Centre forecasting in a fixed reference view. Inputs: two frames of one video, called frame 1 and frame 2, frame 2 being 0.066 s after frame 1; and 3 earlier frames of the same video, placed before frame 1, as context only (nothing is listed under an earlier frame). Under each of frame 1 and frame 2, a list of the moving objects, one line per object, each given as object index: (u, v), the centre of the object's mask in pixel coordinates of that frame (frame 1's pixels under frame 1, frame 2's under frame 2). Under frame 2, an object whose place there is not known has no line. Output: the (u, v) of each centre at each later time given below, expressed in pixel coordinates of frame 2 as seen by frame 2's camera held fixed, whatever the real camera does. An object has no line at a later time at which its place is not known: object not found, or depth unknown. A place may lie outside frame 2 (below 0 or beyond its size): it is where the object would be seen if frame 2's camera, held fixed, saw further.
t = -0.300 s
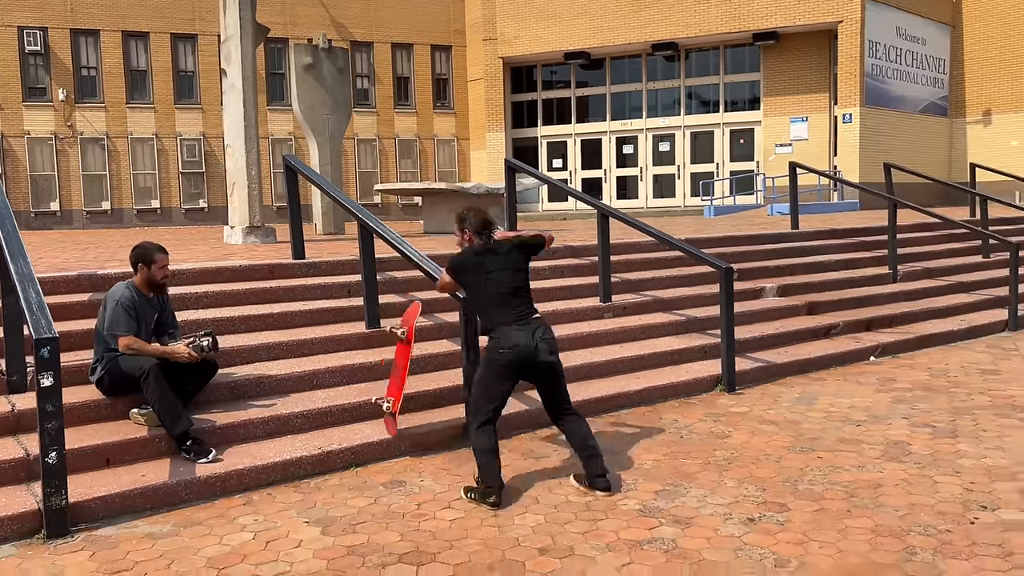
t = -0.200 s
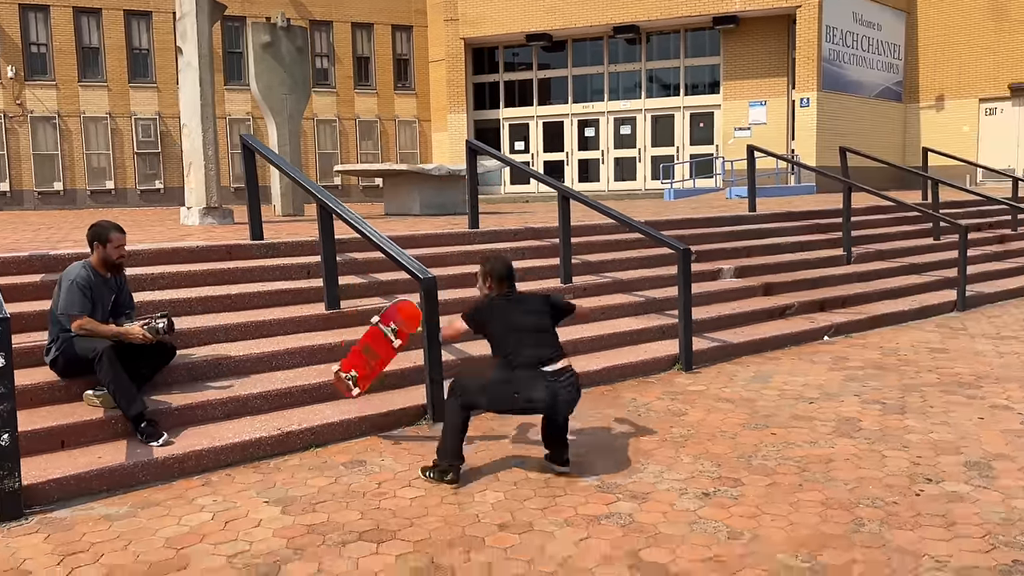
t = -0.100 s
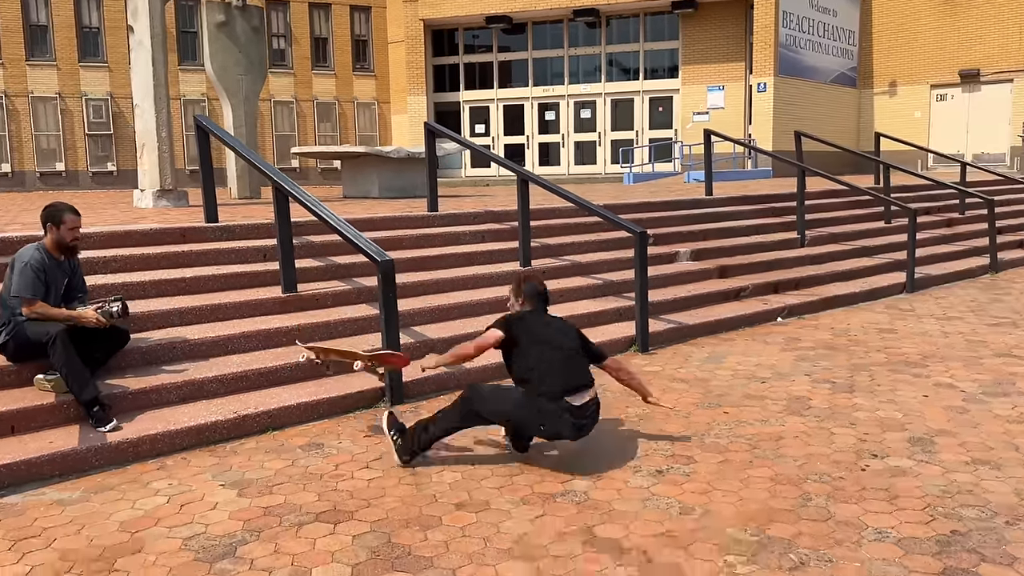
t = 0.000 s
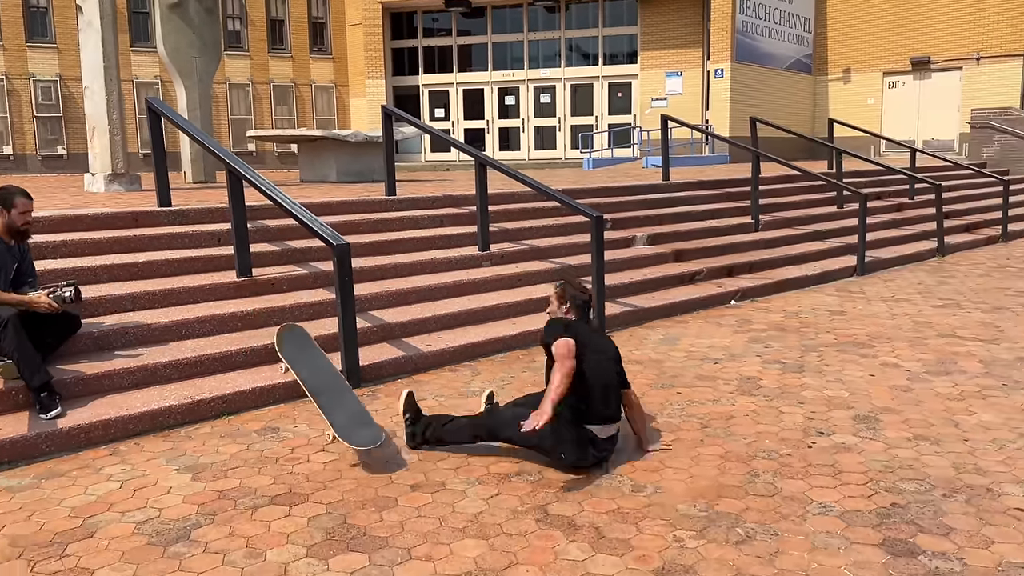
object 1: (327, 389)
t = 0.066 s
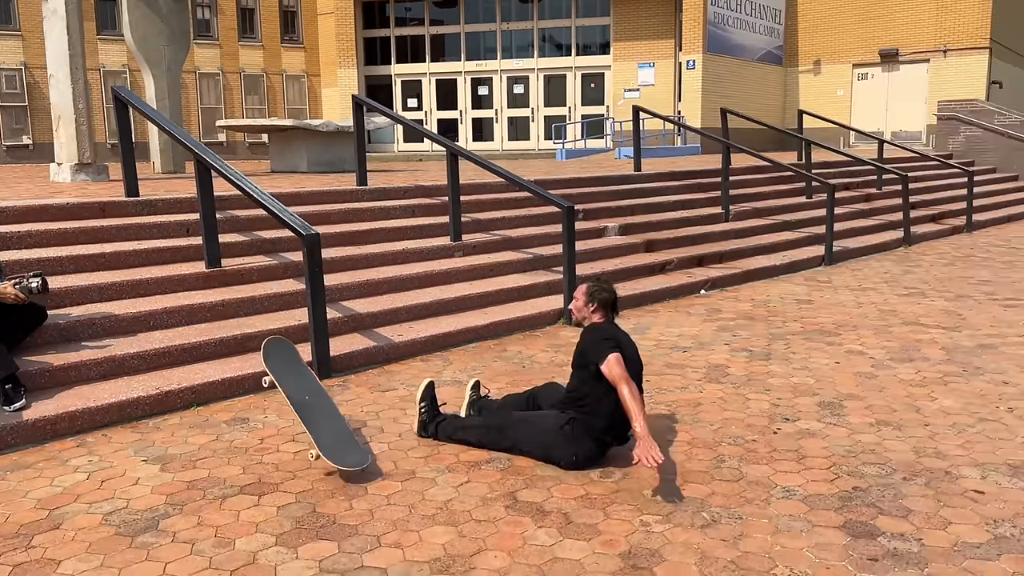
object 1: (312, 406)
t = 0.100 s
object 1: (316, 410)
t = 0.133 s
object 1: (332, 427)
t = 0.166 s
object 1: (344, 435)
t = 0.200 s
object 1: (352, 446)
